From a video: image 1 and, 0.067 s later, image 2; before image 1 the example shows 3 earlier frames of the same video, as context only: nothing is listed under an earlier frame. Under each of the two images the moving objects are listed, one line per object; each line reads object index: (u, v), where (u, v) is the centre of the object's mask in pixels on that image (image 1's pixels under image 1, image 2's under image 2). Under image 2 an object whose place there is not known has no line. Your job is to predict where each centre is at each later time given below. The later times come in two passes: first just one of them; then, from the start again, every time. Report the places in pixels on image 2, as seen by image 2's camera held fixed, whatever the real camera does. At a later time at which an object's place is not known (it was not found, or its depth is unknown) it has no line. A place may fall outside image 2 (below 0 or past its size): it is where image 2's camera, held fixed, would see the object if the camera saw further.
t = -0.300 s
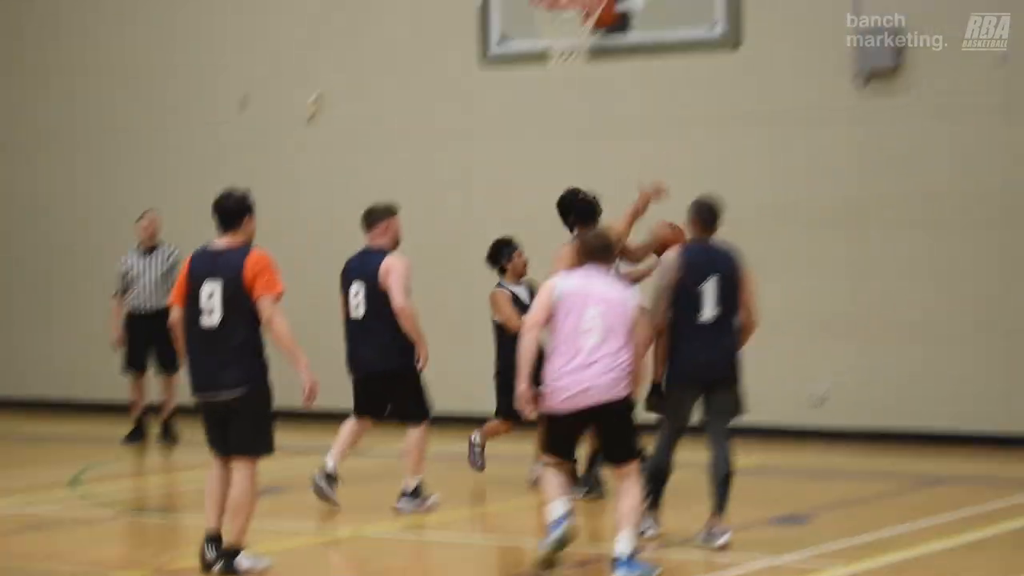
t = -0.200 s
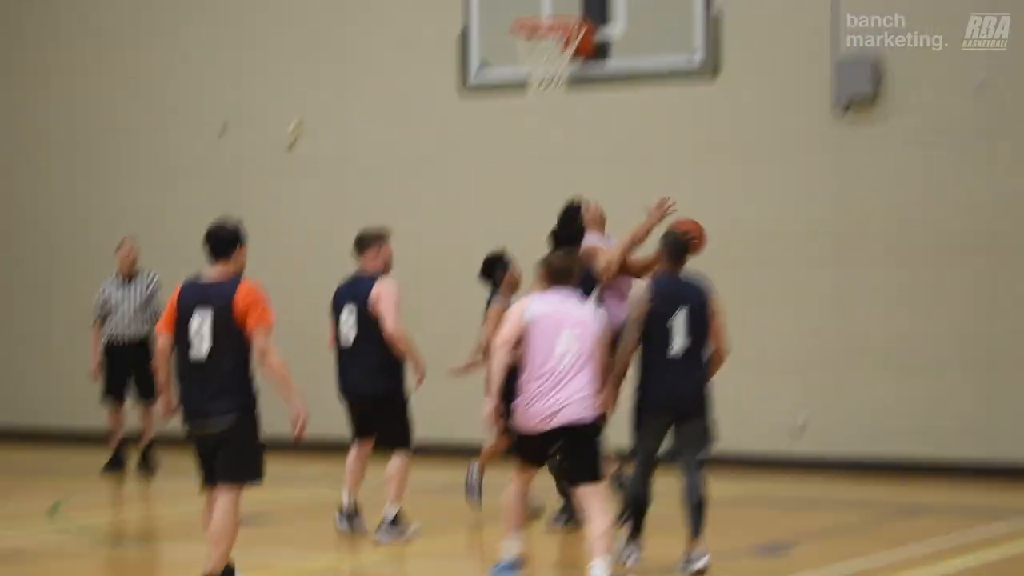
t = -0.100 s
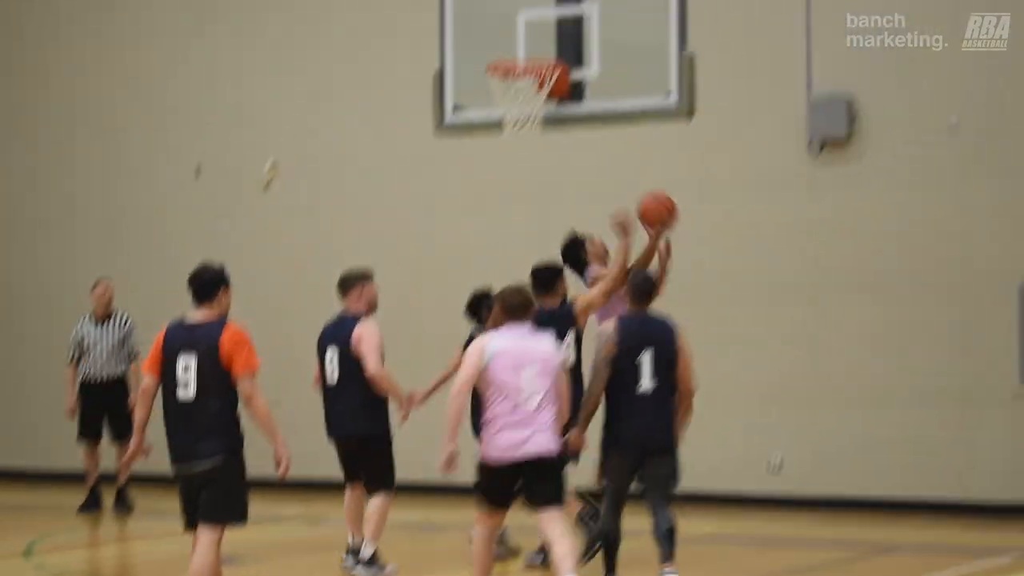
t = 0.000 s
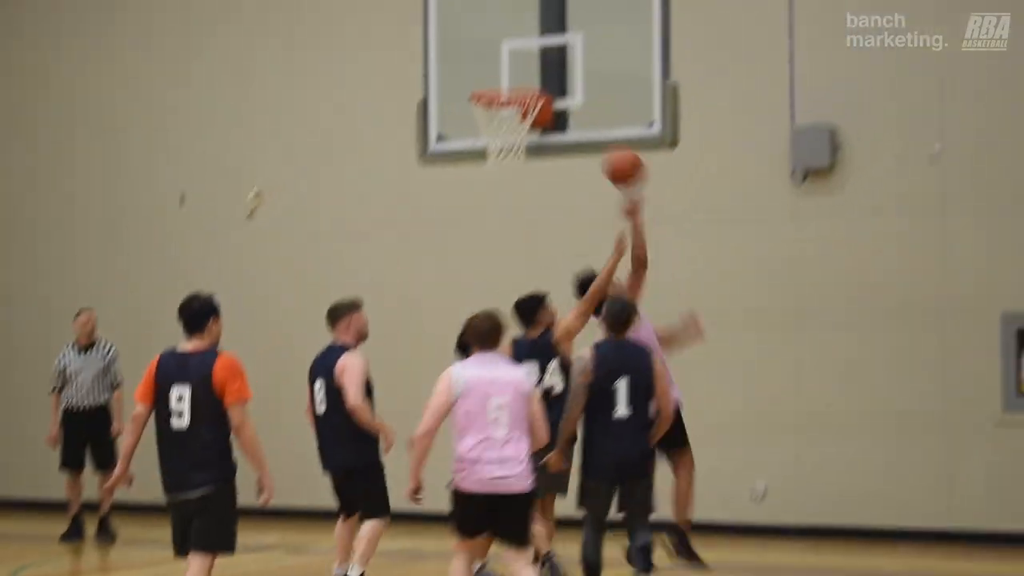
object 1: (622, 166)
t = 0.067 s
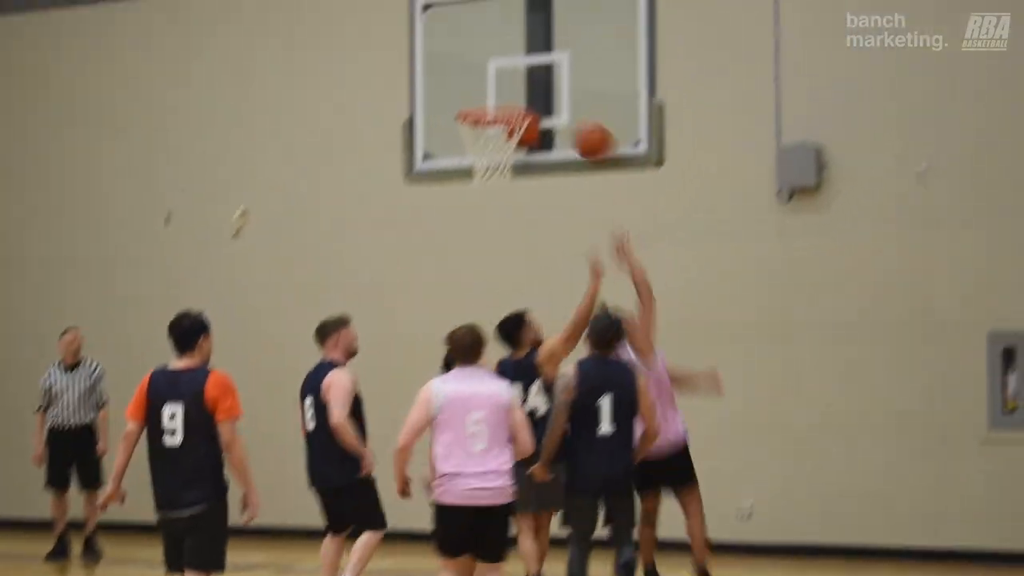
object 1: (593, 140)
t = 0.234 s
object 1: (540, 95)
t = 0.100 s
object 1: (585, 122)
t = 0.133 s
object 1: (577, 105)
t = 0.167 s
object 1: (566, 99)
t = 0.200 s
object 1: (553, 95)
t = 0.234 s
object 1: (540, 95)
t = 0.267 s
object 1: (535, 92)
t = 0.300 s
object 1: (532, 88)
